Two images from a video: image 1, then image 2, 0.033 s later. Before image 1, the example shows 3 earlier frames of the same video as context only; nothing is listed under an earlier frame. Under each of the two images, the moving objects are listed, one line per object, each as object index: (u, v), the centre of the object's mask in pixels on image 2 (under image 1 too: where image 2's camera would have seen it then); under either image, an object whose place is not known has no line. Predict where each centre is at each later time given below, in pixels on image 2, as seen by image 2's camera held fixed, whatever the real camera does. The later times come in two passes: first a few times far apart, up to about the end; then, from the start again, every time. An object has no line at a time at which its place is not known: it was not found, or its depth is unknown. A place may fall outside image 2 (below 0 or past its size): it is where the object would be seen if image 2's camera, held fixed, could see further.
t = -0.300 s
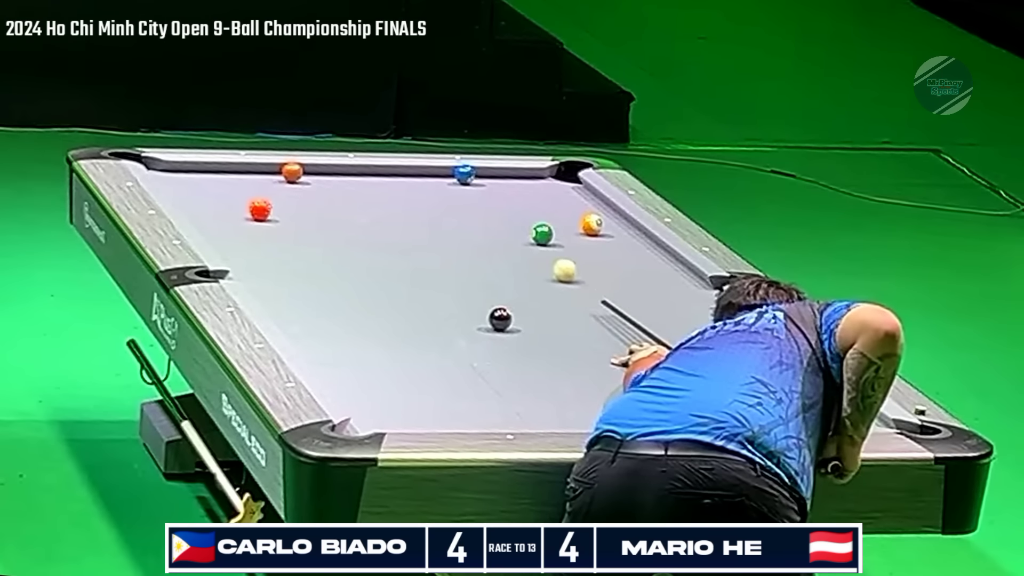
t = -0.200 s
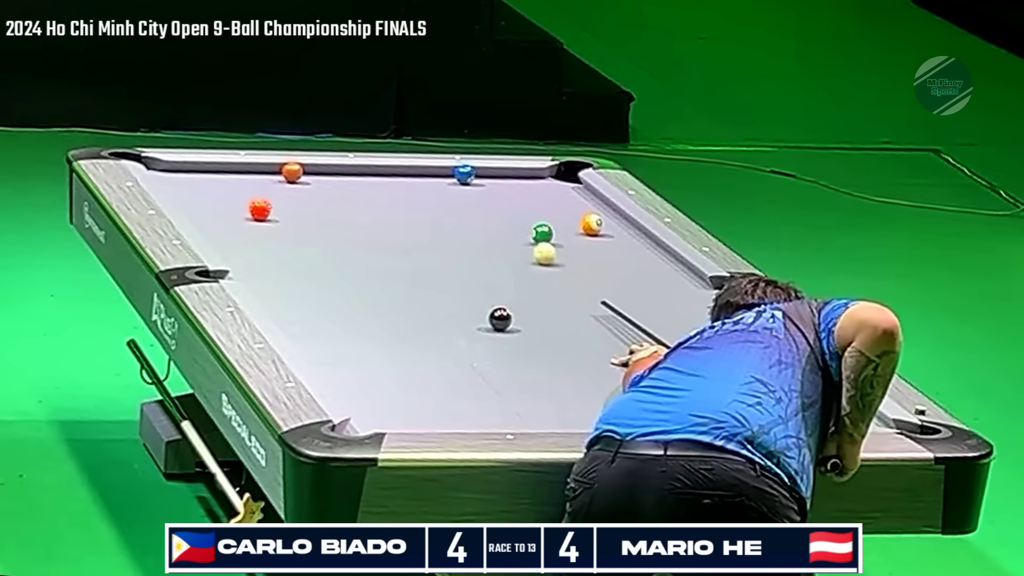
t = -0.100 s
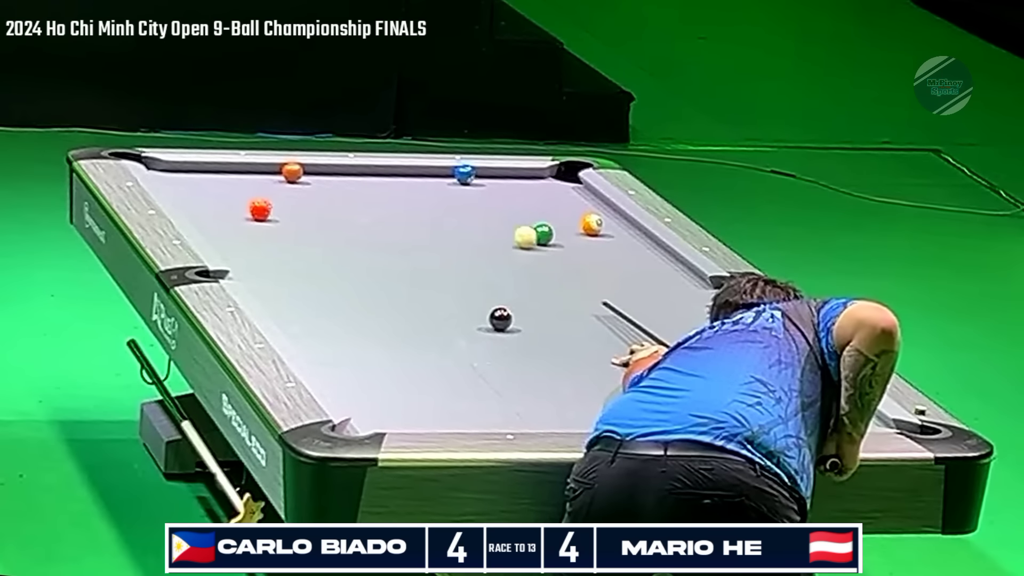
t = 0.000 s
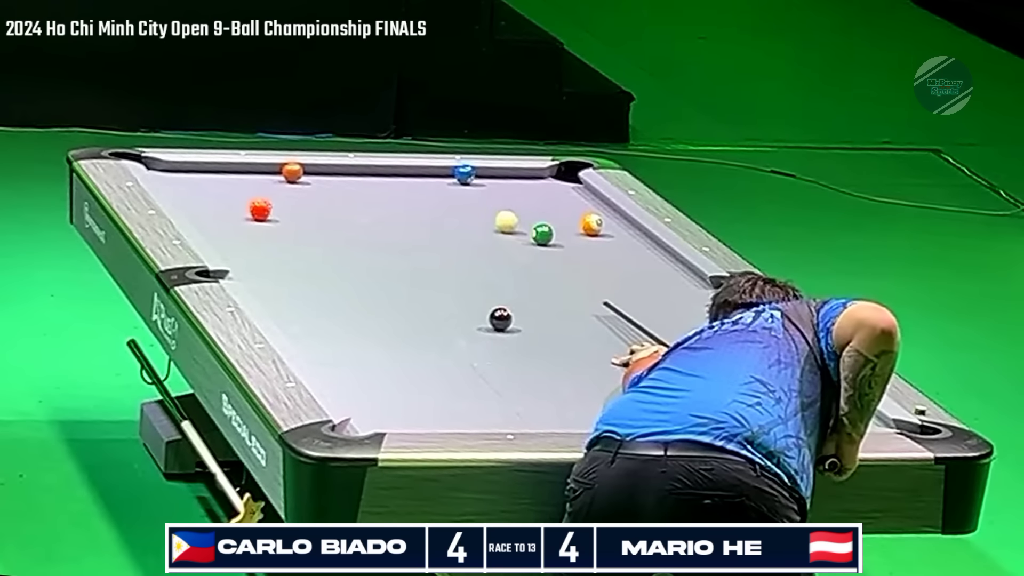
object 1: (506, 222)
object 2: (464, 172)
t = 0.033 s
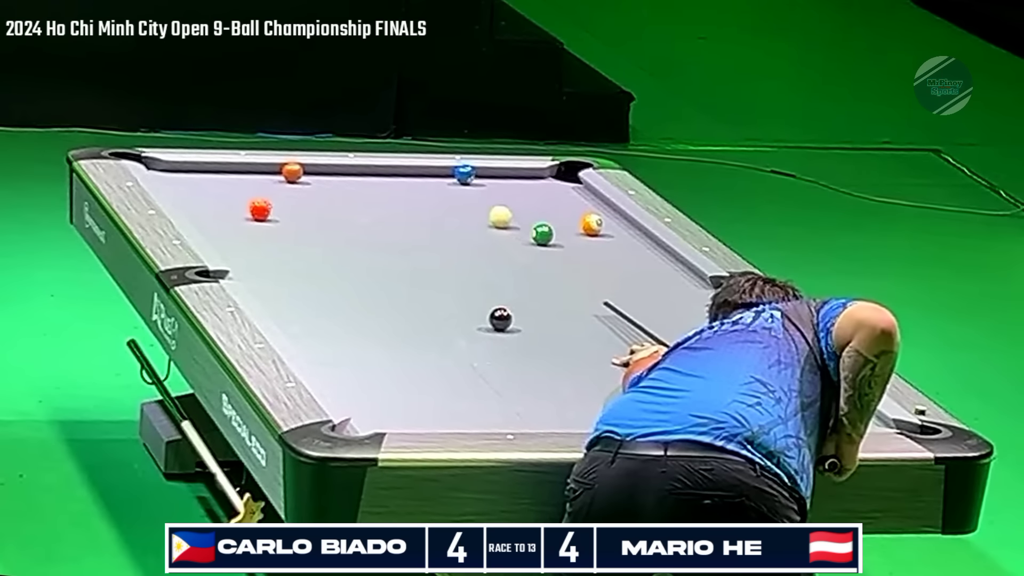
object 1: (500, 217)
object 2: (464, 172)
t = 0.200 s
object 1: (471, 192)
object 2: (464, 172)
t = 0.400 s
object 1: (428, 172)
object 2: (479, 170)
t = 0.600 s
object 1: (412, 184)
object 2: (510, 174)
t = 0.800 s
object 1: (396, 193)
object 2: (538, 178)
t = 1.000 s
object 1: (380, 201)
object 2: (565, 185)
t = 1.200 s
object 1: (364, 210)
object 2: (581, 189)
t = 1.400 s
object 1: (348, 218)
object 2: (575, 191)
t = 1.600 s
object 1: (331, 227)
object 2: (568, 194)
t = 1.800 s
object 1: (315, 235)
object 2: (563, 196)
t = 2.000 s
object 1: (299, 243)
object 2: (557, 198)
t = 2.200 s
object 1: (283, 251)
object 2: (552, 199)
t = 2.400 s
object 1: (268, 259)
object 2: (548, 201)
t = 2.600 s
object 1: (252, 267)
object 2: (543, 203)
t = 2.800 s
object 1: (242, 273)
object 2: (539, 204)
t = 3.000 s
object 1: (259, 281)
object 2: (536, 205)
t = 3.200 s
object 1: (275, 286)
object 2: (533, 207)
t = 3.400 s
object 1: (291, 292)
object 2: (531, 207)
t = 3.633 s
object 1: (307, 299)
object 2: (529, 208)
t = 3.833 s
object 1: (321, 304)
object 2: (528, 208)
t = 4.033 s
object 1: (335, 308)
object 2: (528, 208)
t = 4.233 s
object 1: (347, 313)
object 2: (527, 208)
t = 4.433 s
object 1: (358, 317)
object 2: (527, 208)
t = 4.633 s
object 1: (371, 322)
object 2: (527, 208)
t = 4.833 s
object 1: (380, 325)
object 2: (527, 208)
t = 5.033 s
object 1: (389, 329)
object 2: (527, 208)
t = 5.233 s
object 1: (397, 332)
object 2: (527, 208)
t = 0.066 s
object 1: (494, 212)
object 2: (464, 172)
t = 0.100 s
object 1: (488, 207)
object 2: (464, 172)
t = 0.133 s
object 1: (482, 202)
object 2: (465, 172)
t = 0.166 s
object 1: (476, 196)
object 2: (464, 172)
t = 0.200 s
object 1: (471, 192)
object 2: (464, 172)
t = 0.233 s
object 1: (465, 187)
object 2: (464, 171)
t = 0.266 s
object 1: (459, 183)
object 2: (466, 170)
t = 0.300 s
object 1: (454, 178)
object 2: (468, 171)
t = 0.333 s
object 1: (445, 174)
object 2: (468, 172)
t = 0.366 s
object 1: (433, 171)
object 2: (474, 171)
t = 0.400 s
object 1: (428, 172)
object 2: (479, 170)
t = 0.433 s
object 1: (425, 174)
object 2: (485, 171)
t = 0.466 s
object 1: (423, 176)
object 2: (491, 172)
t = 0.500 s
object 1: (420, 179)
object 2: (496, 173)
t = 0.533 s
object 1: (417, 180)
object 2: (500, 173)
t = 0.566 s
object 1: (415, 182)
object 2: (505, 174)
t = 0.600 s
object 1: (412, 184)
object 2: (510, 174)
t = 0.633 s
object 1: (410, 185)
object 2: (515, 174)
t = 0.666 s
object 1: (407, 187)
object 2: (520, 175)
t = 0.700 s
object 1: (404, 188)
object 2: (524, 176)
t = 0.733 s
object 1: (402, 189)
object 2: (529, 177)
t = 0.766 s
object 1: (399, 191)
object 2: (533, 179)
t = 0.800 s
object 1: (396, 193)
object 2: (538, 178)
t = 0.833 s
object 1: (393, 194)
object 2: (542, 178)
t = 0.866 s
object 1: (391, 196)
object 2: (547, 180)
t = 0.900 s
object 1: (388, 197)
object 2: (551, 181)
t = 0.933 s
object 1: (385, 198)
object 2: (556, 182)
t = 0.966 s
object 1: (383, 200)
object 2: (560, 184)
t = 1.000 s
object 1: (380, 201)
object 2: (565, 185)
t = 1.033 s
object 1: (377, 203)
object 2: (570, 186)
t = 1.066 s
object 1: (374, 204)
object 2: (574, 186)
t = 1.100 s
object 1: (372, 206)
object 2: (578, 187)
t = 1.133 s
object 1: (369, 207)
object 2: (582, 188)
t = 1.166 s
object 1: (367, 208)
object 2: (582, 188)
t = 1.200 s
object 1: (364, 210)
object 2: (581, 189)
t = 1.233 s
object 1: (361, 211)
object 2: (580, 189)
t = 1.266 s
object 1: (359, 212)
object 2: (579, 189)
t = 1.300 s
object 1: (356, 214)
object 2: (578, 190)
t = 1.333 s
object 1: (353, 215)
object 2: (577, 190)
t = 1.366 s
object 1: (350, 217)
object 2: (576, 190)
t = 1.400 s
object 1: (348, 218)
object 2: (575, 191)
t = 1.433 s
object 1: (345, 220)
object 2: (574, 192)
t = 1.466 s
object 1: (342, 221)
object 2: (572, 192)
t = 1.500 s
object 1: (339, 222)
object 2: (571, 193)
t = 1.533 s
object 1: (337, 224)
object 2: (570, 193)
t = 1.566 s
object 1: (334, 226)
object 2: (569, 194)
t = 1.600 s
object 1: (331, 227)
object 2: (568, 194)
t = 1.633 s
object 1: (329, 228)
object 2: (567, 194)
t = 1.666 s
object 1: (326, 230)
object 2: (566, 195)
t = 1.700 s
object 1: (323, 231)
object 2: (565, 195)
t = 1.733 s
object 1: (321, 232)
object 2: (564, 195)
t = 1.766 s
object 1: (318, 234)
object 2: (563, 195)
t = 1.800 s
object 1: (315, 235)
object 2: (563, 196)
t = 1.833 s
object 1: (313, 236)
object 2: (562, 196)
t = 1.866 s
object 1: (310, 238)
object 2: (561, 197)
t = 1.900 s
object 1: (307, 239)
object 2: (560, 197)
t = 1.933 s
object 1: (304, 240)
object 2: (559, 197)
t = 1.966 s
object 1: (302, 242)
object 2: (558, 198)
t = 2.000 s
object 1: (299, 243)
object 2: (557, 198)
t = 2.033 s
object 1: (296, 245)
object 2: (556, 198)
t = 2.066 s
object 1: (294, 246)
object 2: (555, 198)
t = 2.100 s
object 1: (291, 247)
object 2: (554, 198)
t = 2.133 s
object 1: (289, 249)
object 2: (554, 199)
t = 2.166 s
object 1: (286, 250)
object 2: (553, 199)
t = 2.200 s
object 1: (283, 251)
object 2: (552, 199)
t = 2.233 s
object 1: (280, 252)
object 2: (552, 200)
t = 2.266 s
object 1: (278, 254)
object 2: (551, 200)
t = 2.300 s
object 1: (275, 255)
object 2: (550, 200)
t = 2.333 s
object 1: (272, 256)
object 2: (549, 201)
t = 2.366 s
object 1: (270, 258)
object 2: (549, 200)
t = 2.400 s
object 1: (268, 259)
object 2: (548, 201)
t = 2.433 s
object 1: (265, 260)
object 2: (547, 201)
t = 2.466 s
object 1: (262, 262)
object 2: (546, 202)
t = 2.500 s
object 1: (260, 263)
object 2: (545, 202)
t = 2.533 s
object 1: (257, 264)
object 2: (544, 202)
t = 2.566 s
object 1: (254, 266)
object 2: (544, 203)
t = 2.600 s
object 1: (252, 267)
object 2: (543, 203)
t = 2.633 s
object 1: (249, 268)
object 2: (542, 203)
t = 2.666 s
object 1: (246, 269)
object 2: (541, 203)
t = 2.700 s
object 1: (244, 270)
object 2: (541, 204)
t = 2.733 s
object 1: (242, 271)
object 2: (540, 204)
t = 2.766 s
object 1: (240, 272)
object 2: (540, 204)
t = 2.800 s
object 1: (242, 273)
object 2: (539, 204)
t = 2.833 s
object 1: (245, 274)
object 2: (538, 205)
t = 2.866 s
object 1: (248, 275)
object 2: (538, 205)
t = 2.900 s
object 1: (251, 277)
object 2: (537, 205)
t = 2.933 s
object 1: (254, 278)
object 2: (537, 205)
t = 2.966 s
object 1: (257, 279)
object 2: (536, 205)
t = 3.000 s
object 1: (259, 281)
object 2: (536, 205)
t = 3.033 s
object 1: (262, 282)
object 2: (535, 205)
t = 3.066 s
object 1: (264, 283)
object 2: (535, 206)
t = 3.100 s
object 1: (267, 284)
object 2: (534, 206)
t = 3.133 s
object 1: (270, 285)
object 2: (534, 206)
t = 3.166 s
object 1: (272, 285)
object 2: (534, 206)
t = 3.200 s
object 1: (275, 286)
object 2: (533, 207)
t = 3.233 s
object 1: (278, 287)
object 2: (533, 207)
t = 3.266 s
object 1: (280, 288)
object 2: (533, 207)
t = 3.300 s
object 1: (283, 289)
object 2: (532, 207)
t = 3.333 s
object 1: (285, 290)
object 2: (532, 206)
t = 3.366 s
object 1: (288, 291)
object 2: (531, 207)
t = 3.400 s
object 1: (291, 292)
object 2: (531, 207)
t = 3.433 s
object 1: (293, 293)
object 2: (531, 207)
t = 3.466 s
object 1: (295, 294)
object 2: (530, 207)
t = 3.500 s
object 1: (298, 295)
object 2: (530, 208)
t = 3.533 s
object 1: (300, 296)
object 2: (530, 208)
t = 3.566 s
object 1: (303, 297)
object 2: (530, 208)
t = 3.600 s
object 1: (305, 297)
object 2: (530, 208)
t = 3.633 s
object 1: (307, 299)
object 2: (529, 208)
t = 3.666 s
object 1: (310, 299)
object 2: (529, 208)
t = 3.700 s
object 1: (312, 300)
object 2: (529, 208)
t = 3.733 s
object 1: (315, 301)
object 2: (529, 208)
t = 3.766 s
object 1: (317, 302)
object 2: (528, 208)
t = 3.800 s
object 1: (319, 303)
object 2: (528, 208)
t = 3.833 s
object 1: (321, 304)
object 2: (528, 208)
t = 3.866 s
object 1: (324, 305)
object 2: (528, 208)
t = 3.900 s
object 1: (326, 305)
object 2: (528, 208)
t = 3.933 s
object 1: (328, 306)
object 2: (528, 208)
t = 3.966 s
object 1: (330, 307)
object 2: (528, 208)
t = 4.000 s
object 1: (333, 308)
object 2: (528, 208)
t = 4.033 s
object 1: (335, 308)
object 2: (528, 208)
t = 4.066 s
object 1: (337, 309)
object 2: (527, 208)
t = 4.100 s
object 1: (339, 310)
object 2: (527, 208)
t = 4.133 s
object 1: (341, 311)
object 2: (527, 208)
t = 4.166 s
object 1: (343, 312)
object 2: (527, 208)
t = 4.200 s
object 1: (346, 312)
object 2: (527, 208)
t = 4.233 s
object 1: (347, 313)
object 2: (527, 208)
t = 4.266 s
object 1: (349, 314)
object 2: (527, 208)
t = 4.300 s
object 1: (351, 315)
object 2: (527, 208)
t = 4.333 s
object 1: (353, 315)
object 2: (527, 208)
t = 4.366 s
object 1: (355, 316)
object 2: (527, 208)
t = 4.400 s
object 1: (357, 317)
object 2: (527, 208)
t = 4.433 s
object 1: (358, 317)
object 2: (527, 208)
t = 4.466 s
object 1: (361, 318)
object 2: (527, 208)
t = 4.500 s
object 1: (363, 319)
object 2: (527, 208)
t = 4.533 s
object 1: (364, 319)
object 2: (527, 208)
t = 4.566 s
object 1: (367, 320)
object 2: (527, 208)
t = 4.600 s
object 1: (368, 321)
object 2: (527, 208)
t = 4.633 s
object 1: (371, 322)
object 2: (527, 208)
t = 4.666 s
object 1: (372, 323)
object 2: (527, 208)
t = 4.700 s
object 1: (374, 323)
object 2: (527, 208)
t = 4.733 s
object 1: (375, 323)
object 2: (527, 208)
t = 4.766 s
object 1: (377, 324)
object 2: (527, 208)
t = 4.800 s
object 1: (379, 325)
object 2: (527, 208)
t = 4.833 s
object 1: (380, 325)
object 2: (527, 208)
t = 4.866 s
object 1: (381, 326)
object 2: (527, 208)
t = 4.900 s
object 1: (383, 326)
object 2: (527, 208)
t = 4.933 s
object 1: (385, 327)
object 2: (527, 208)
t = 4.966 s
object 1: (386, 327)
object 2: (527, 208)
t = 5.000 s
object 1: (388, 328)
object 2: (527, 208)
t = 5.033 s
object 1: (389, 329)
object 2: (527, 208)
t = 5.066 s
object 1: (391, 329)
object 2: (527, 208)
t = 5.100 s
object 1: (392, 330)
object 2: (527, 208)
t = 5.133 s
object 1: (394, 331)
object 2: (527, 208)
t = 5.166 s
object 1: (395, 331)
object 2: (527, 208)
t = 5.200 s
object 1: (396, 332)
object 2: (527, 208)
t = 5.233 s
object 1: (397, 332)
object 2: (527, 208)
